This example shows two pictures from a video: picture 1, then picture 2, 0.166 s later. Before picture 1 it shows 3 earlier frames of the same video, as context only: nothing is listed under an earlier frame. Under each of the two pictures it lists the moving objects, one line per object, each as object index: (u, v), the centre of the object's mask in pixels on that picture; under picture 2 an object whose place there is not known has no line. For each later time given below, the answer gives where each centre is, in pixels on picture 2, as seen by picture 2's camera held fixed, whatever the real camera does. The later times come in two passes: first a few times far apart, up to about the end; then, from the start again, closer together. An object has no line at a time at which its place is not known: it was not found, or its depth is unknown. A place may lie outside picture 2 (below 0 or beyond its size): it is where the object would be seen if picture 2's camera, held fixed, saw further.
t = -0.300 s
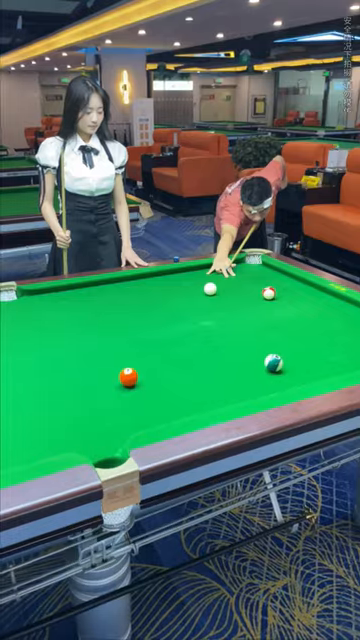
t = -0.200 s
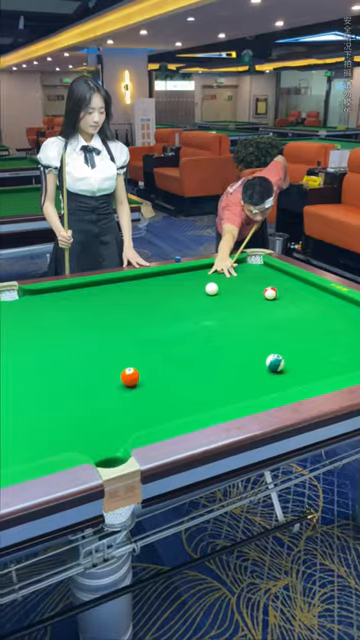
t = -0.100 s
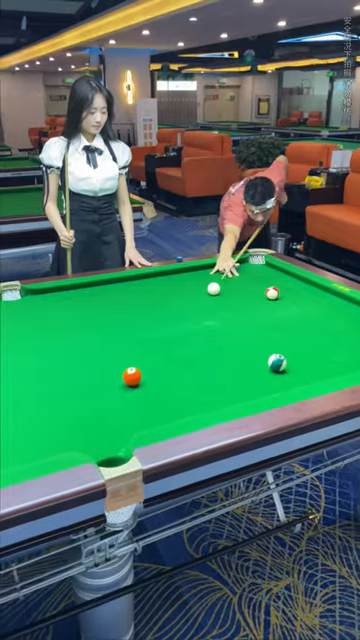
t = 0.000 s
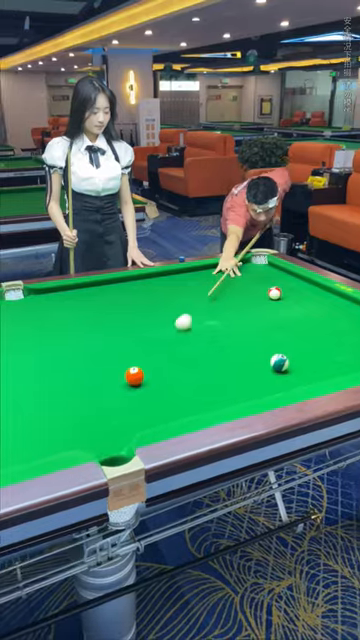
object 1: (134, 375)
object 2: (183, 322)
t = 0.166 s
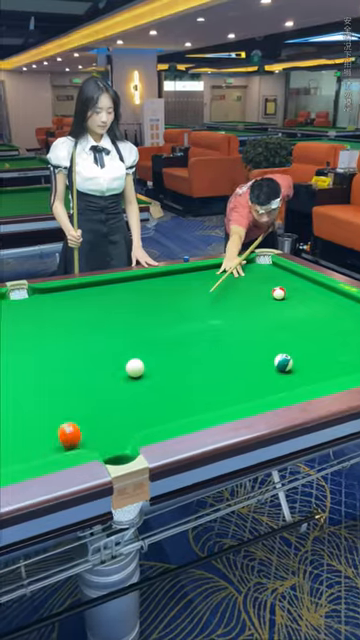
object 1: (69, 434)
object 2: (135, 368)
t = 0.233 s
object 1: (50, 394)
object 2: (127, 371)
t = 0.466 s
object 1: (11, 314)
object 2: (95, 384)
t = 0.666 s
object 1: (50, 298)
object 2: (66, 395)
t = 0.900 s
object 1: (143, 301)
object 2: (32, 409)
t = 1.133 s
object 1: (234, 302)
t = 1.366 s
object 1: (325, 304)
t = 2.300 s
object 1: (227, 377)
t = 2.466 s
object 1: (174, 374)
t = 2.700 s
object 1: (104, 370)
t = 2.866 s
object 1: (56, 367)
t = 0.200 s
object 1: (58, 413)
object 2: (131, 369)
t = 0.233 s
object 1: (50, 394)
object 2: (127, 371)
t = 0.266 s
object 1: (42, 378)
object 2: (123, 372)
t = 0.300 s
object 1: (35, 363)
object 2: (118, 374)
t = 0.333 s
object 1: (29, 351)
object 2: (114, 376)
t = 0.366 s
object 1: (24, 340)
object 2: (109, 378)
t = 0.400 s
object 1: (19, 330)
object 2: (104, 380)
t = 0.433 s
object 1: (15, 322)
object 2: (100, 382)
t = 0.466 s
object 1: (11, 314)
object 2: (95, 384)
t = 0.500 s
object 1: (8, 307)
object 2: (90, 386)
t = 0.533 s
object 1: (5, 300)
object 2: (86, 387)
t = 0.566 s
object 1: (6, 296)
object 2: (81, 389)
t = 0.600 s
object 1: (22, 296)
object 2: (76, 391)
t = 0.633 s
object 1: (36, 297)
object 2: (71, 393)
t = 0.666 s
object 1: (50, 298)
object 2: (66, 395)
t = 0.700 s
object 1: (65, 299)
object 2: (61, 397)
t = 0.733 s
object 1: (78, 300)
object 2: (57, 399)
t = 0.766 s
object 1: (91, 300)
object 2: (52, 401)
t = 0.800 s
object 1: (104, 300)
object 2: (47, 403)
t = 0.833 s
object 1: (117, 300)
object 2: (42, 405)
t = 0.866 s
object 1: (130, 301)
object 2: (37, 407)
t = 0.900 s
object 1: (143, 301)
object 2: (32, 409)
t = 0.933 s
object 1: (156, 301)
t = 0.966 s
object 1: (168, 301)
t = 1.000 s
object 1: (181, 302)
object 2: (16, 416)
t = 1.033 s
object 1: (194, 301)
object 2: (11, 418)
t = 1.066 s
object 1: (207, 302)
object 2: (6, 420)
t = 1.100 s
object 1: (221, 302)
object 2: (0, 422)
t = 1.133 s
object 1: (234, 302)
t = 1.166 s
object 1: (247, 303)
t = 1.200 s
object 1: (259, 302)
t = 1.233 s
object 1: (273, 303)
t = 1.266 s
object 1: (286, 303)
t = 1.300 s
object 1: (300, 303)
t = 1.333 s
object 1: (312, 304)
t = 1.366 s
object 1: (325, 304)
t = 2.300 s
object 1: (227, 377)
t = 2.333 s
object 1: (217, 376)
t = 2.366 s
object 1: (206, 375)
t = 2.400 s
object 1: (196, 375)
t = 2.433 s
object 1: (185, 374)
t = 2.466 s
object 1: (174, 374)
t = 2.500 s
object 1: (164, 373)
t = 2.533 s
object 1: (154, 373)
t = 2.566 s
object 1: (144, 372)
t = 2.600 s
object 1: (133, 372)
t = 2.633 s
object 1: (124, 371)
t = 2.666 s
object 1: (114, 371)
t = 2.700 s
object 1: (104, 370)
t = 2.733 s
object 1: (94, 369)
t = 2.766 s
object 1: (85, 369)
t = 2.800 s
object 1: (75, 368)
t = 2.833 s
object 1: (66, 368)
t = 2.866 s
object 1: (56, 367)
